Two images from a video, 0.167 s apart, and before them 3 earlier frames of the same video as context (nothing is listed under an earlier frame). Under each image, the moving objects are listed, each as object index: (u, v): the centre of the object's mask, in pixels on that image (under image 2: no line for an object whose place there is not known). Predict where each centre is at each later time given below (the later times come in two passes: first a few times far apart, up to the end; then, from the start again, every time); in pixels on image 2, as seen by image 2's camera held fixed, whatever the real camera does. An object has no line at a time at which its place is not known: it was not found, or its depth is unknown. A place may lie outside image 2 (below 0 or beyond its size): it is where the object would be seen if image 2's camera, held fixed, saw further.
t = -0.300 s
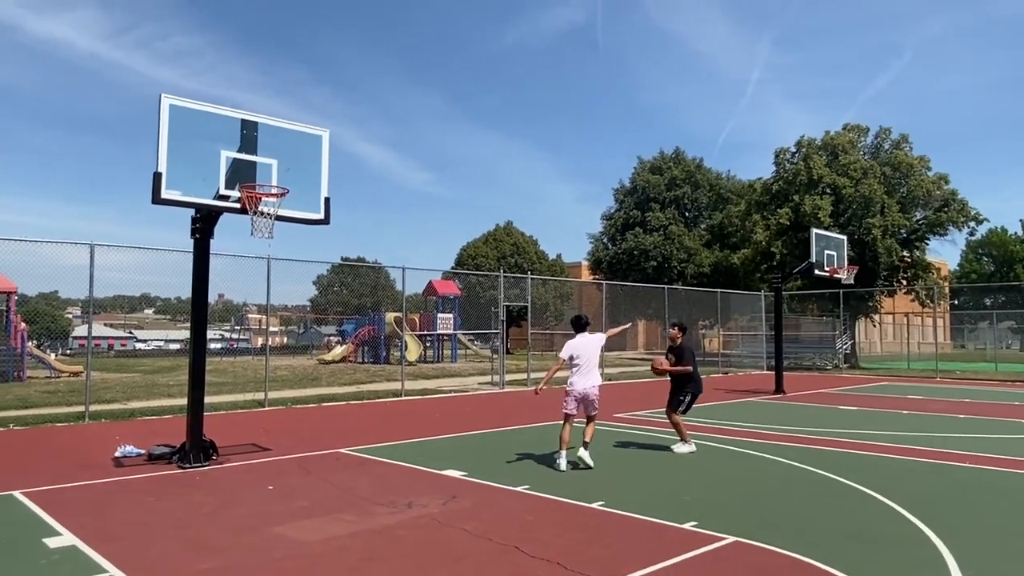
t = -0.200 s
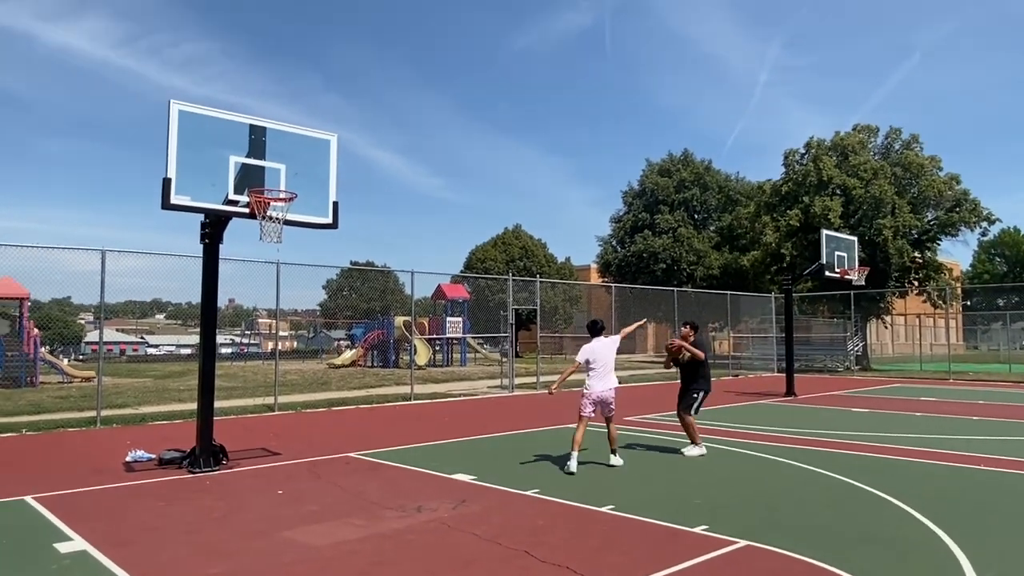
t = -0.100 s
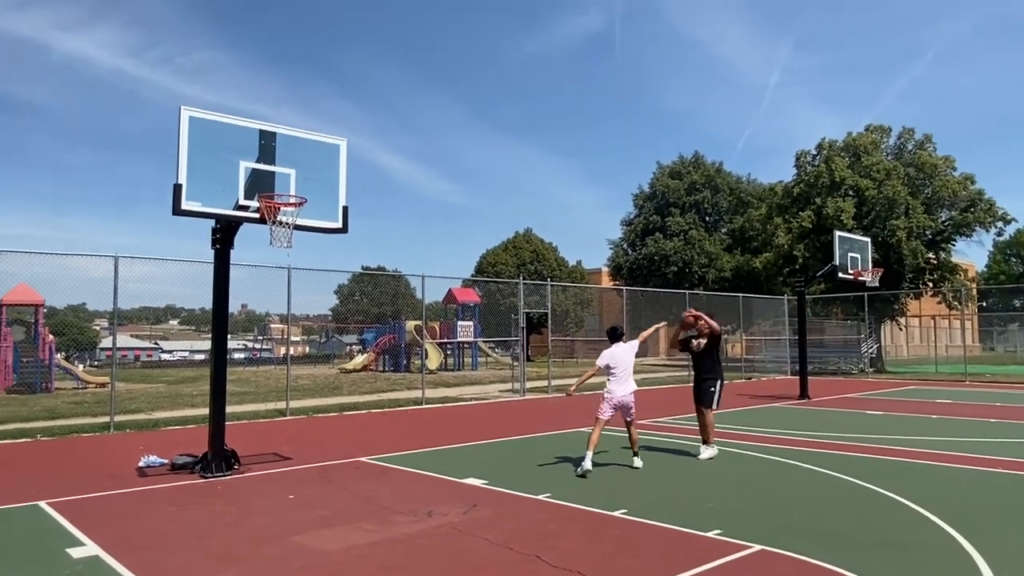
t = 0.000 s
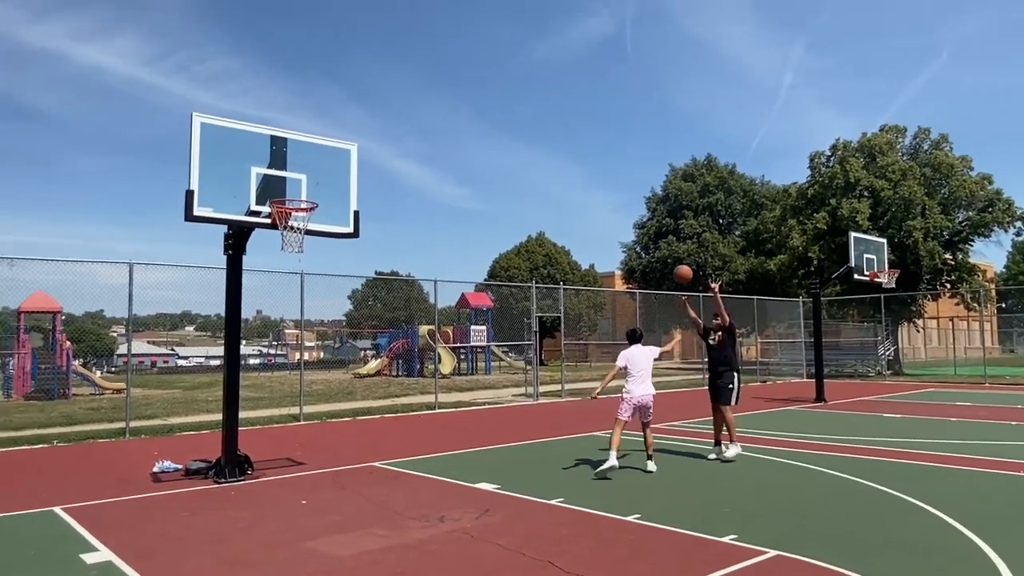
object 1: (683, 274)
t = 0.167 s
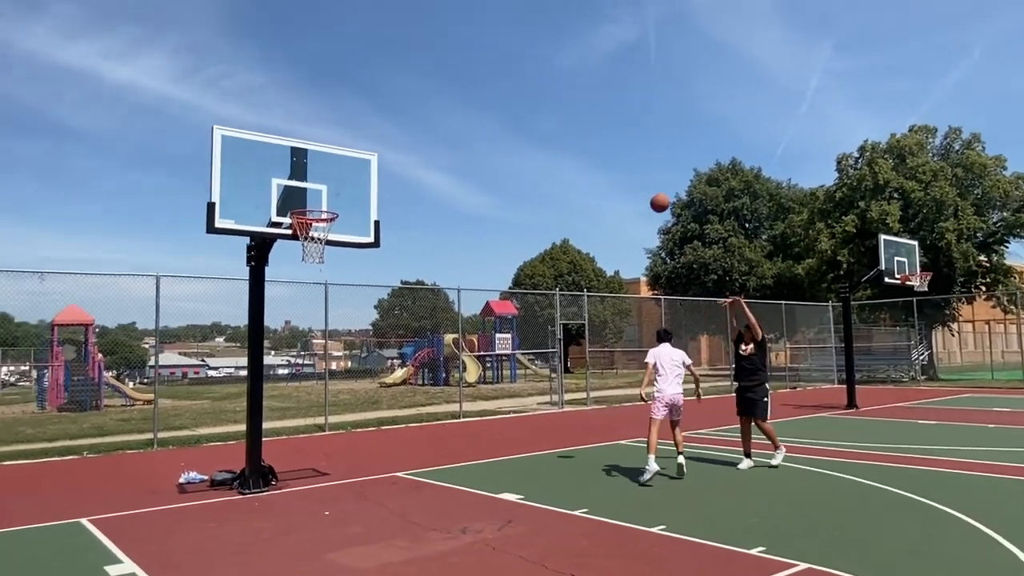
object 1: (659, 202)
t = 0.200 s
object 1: (650, 190)
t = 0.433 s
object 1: (582, 123)
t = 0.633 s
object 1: (522, 98)
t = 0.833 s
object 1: (462, 102)
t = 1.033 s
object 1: (398, 139)
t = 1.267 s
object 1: (335, 216)
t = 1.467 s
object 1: (397, 208)
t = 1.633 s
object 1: (454, 228)
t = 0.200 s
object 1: (650, 190)
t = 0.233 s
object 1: (640, 178)
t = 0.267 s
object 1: (630, 167)
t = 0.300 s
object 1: (621, 157)
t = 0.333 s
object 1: (611, 147)
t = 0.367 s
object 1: (601, 138)
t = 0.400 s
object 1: (591, 130)
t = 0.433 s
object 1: (582, 123)
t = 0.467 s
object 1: (572, 117)
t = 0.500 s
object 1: (562, 112)
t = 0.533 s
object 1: (552, 107)
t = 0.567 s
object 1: (542, 103)
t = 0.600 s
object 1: (532, 100)
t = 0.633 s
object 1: (522, 98)
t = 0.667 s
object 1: (512, 96)
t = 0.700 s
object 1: (502, 95)
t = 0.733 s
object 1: (492, 96)
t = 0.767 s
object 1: (482, 97)
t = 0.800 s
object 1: (472, 99)
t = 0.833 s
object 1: (462, 102)
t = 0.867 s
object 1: (451, 106)
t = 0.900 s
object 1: (441, 110)
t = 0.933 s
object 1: (430, 116)
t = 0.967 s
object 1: (420, 123)
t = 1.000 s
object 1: (409, 131)
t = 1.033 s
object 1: (398, 139)
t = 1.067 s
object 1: (387, 149)
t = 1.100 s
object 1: (377, 160)
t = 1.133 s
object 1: (366, 172)
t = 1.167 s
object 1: (354, 185)
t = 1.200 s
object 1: (343, 199)
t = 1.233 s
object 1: (332, 214)
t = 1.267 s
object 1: (335, 216)
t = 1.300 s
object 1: (343, 214)
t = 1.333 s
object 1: (353, 210)
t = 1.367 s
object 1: (364, 209)
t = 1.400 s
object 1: (375, 208)
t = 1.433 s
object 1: (386, 207)
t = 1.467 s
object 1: (397, 208)
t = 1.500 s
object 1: (408, 210)
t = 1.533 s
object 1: (419, 213)
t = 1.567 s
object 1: (431, 217)
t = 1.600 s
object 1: (442, 222)
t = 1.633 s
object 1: (454, 228)
